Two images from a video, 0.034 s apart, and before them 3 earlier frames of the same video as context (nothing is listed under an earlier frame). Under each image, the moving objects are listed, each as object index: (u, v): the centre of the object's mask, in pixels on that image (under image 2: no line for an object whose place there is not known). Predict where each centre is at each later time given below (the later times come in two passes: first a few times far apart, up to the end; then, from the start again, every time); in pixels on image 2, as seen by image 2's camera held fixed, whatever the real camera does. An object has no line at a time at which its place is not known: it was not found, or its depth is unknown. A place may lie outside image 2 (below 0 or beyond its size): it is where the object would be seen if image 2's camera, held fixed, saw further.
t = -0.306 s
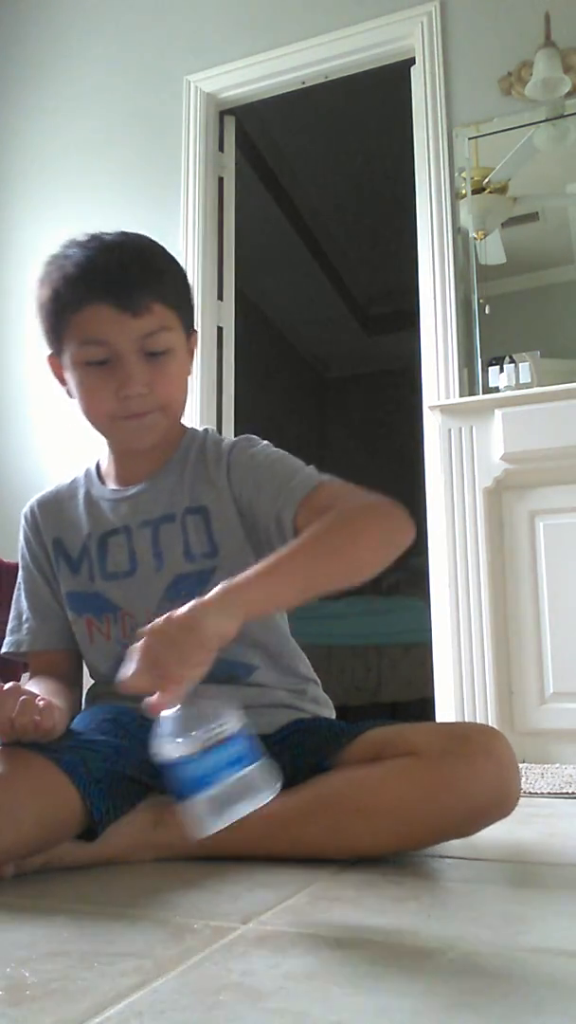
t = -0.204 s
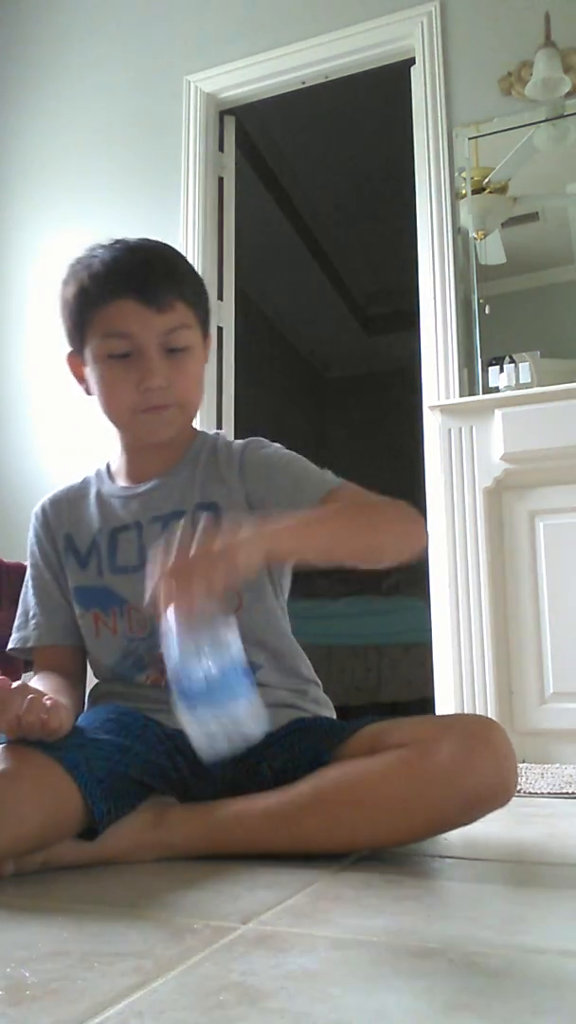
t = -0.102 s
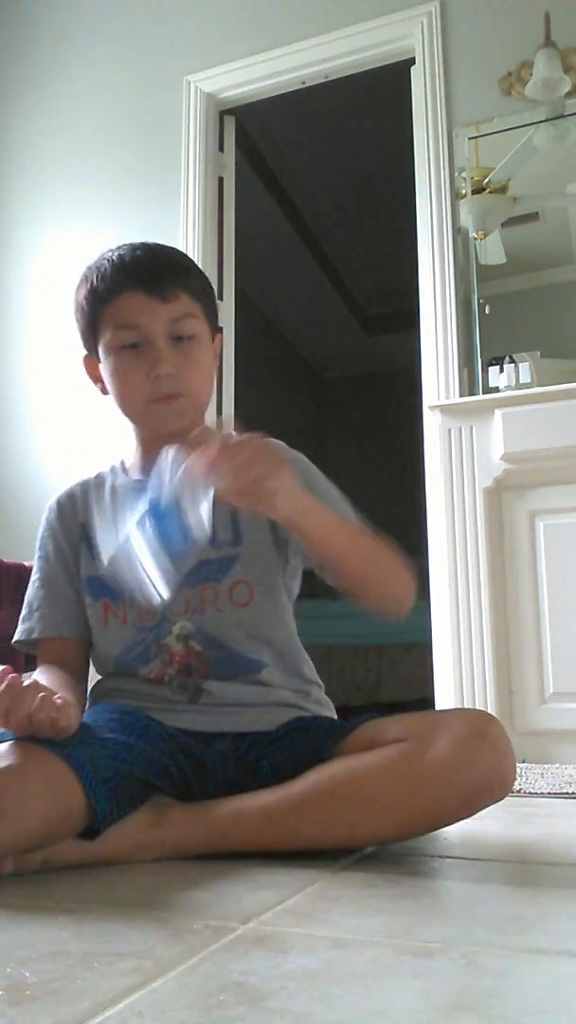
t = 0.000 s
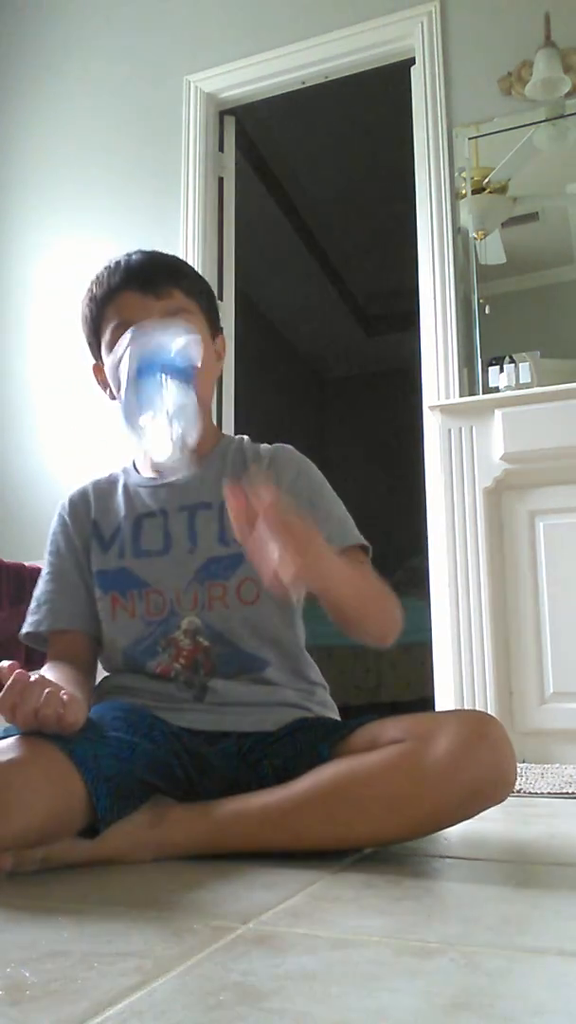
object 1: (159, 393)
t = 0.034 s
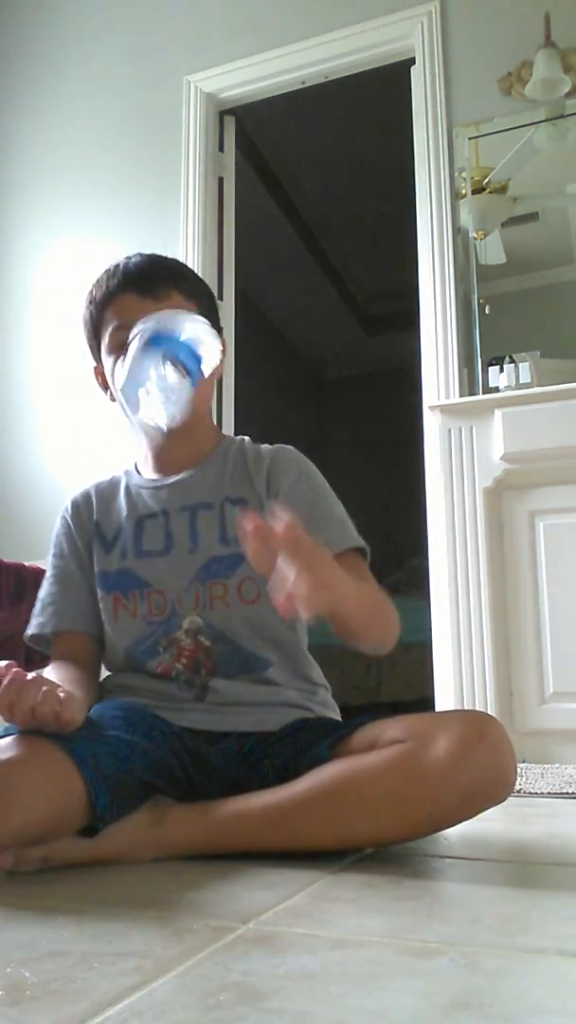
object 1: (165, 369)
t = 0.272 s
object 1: (184, 594)
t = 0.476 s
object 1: (231, 847)
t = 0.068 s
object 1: (169, 365)
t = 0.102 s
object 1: (171, 373)
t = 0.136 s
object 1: (170, 392)
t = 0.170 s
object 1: (174, 423)
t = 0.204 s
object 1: (179, 470)
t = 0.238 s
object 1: (183, 526)
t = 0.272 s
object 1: (184, 594)
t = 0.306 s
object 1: (188, 682)
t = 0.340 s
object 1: (193, 772)
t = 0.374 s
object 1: (204, 852)
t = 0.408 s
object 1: (215, 844)
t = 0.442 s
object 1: (223, 838)
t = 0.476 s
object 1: (231, 847)
